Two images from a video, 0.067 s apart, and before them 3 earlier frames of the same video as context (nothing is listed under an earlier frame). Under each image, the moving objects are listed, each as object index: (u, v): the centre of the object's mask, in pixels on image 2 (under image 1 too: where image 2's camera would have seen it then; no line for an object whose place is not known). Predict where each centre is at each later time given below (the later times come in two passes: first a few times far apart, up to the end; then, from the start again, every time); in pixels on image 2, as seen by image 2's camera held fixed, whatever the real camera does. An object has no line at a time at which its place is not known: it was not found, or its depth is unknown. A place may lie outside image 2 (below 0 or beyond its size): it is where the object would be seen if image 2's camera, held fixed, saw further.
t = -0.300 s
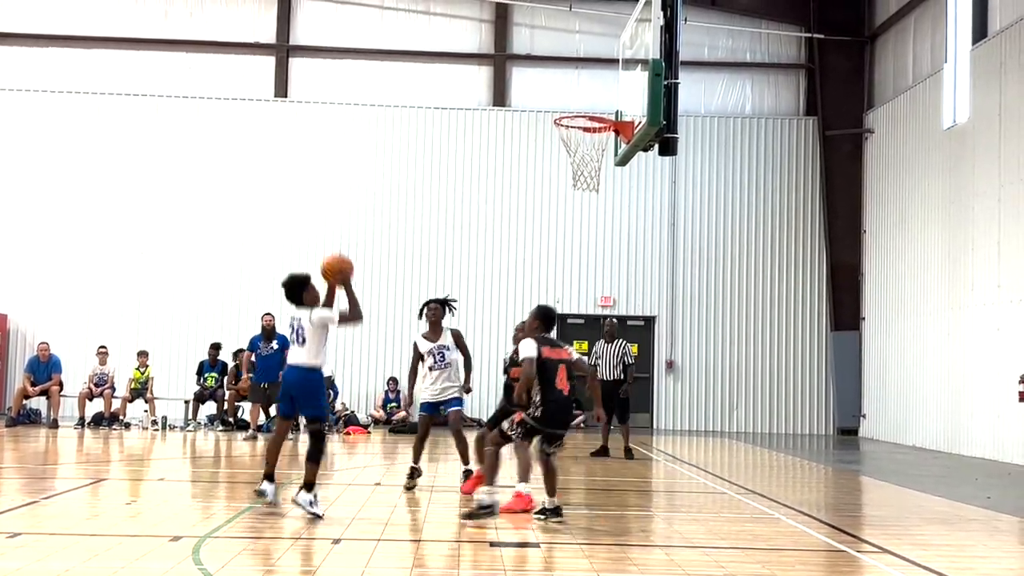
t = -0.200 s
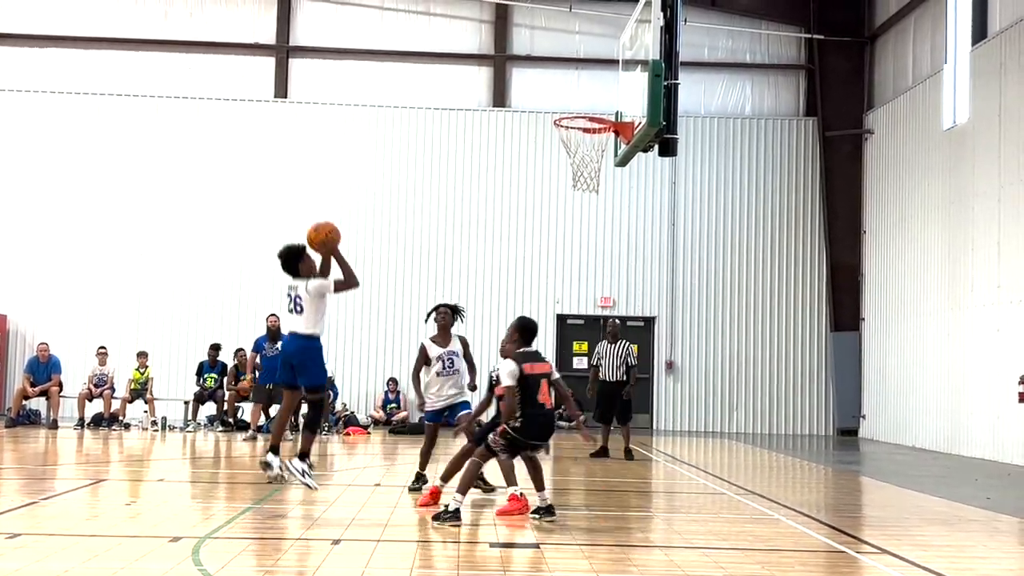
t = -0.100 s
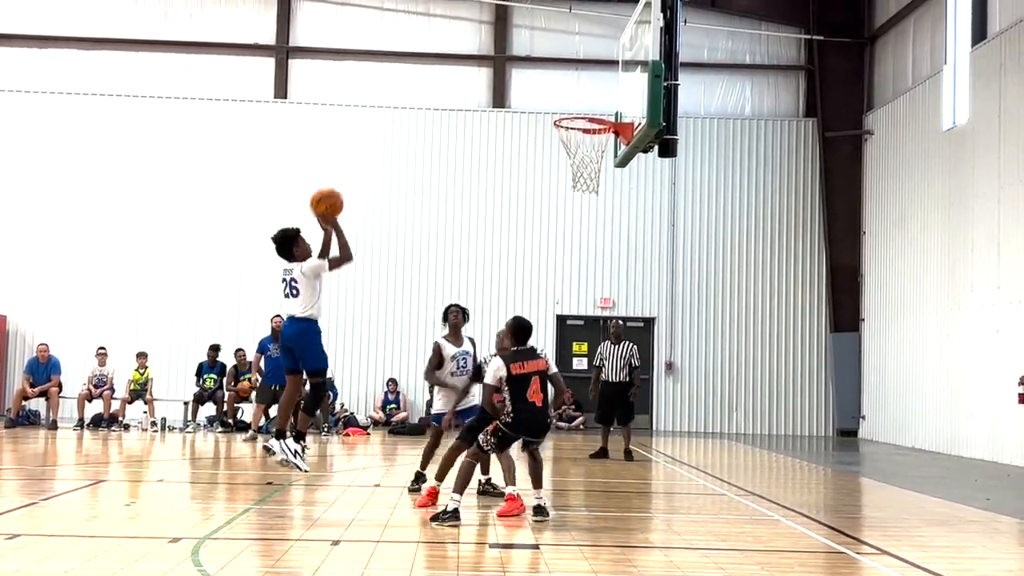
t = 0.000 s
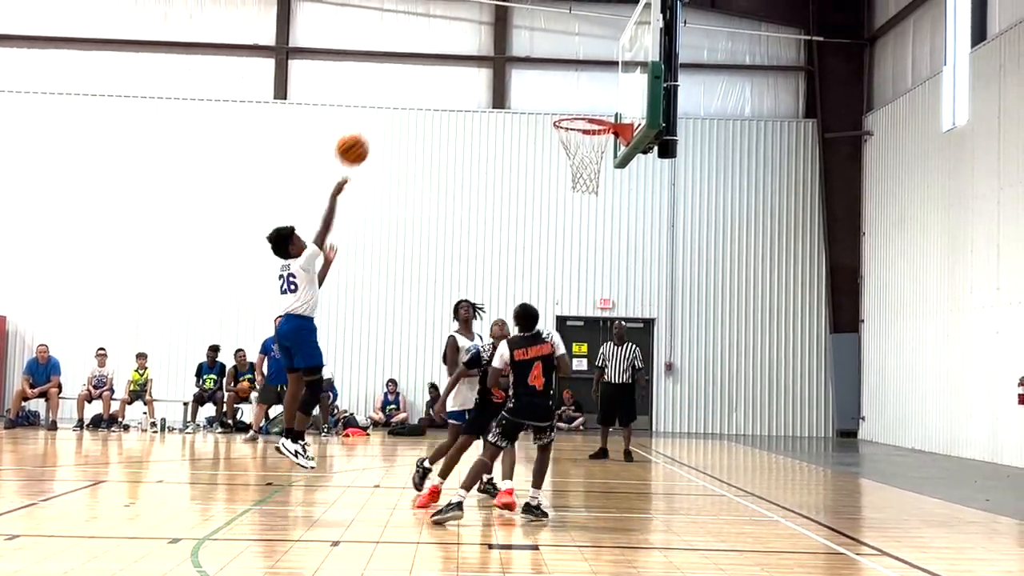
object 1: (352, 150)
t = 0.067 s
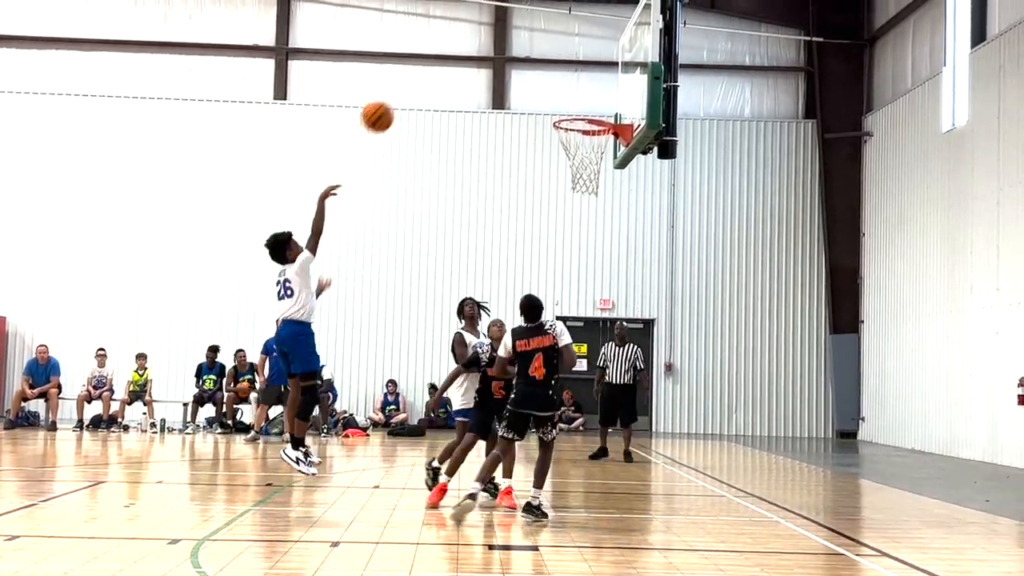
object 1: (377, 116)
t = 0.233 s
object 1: (438, 60)
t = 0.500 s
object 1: (525, 45)
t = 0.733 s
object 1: (595, 103)
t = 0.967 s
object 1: (536, 88)
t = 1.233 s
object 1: (444, 124)
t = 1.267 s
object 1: (432, 134)
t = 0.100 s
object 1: (389, 102)
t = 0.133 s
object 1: (402, 89)
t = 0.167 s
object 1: (414, 77)
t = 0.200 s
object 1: (426, 68)
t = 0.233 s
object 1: (438, 60)
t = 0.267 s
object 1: (449, 53)
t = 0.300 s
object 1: (460, 48)
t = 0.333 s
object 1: (472, 44)
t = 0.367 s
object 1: (483, 41)
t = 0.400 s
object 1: (493, 41)
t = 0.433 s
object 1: (504, 40)
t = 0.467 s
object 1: (514, 42)
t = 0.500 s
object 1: (525, 45)
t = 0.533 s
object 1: (536, 50)
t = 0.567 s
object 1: (546, 55)
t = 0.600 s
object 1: (556, 63)
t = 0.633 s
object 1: (565, 71)
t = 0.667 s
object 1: (575, 81)
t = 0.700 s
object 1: (585, 92)
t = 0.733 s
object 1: (595, 103)
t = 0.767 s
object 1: (603, 114)
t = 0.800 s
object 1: (593, 108)
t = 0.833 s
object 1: (582, 102)
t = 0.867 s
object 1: (570, 97)
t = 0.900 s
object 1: (559, 92)
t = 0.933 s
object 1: (548, 90)
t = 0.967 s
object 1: (536, 88)
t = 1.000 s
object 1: (524, 88)
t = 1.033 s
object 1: (512, 89)
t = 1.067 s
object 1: (501, 92)
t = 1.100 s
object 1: (490, 96)
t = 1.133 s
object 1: (478, 101)
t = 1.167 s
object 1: (467, 107)
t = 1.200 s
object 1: (455, 115)
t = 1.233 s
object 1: (444, 124)
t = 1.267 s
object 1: (432, 134)
